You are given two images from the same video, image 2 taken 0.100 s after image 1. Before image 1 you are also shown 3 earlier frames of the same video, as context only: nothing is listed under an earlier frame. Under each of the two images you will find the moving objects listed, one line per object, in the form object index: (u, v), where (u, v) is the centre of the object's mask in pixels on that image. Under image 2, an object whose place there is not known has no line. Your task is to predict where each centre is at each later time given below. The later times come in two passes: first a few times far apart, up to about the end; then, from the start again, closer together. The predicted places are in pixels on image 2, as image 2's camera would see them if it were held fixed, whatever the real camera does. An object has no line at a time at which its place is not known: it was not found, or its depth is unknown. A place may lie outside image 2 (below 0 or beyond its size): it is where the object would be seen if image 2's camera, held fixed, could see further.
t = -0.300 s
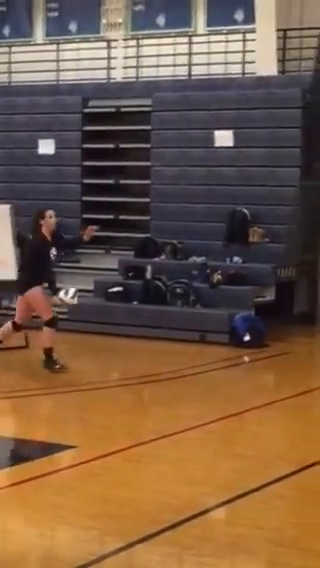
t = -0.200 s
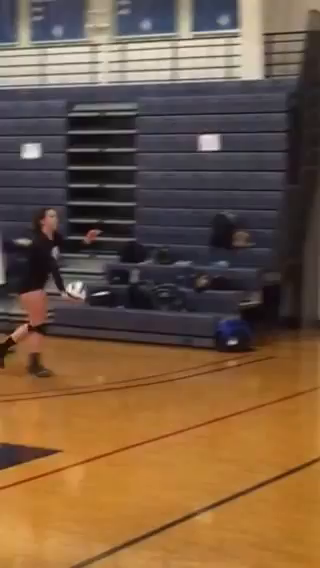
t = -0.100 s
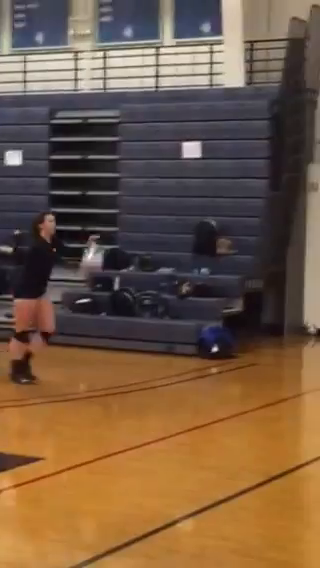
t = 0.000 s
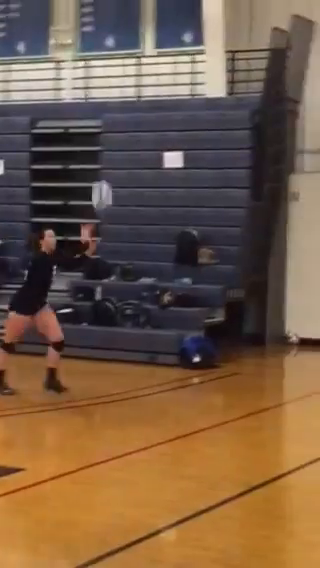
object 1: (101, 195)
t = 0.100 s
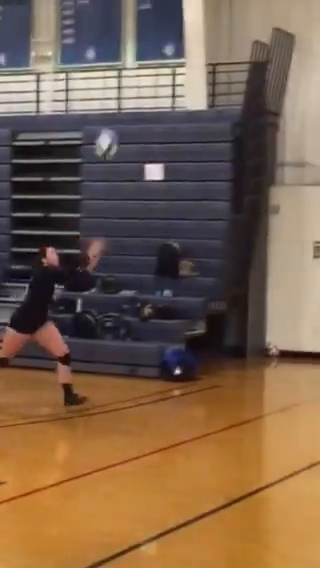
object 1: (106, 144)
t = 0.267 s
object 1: (145, 60)
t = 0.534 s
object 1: (207, -19)
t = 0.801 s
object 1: (269, -18)
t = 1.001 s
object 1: (315, 35)
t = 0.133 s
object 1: (113, 124)
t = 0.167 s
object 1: (121, 106)
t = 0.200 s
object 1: (130, 90)
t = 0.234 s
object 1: (137, 74)
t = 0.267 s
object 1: (145, 60)
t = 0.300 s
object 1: (153, 46)
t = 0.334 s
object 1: (161, 33)
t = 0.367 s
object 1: (168, 22)
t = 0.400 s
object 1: (174, 11)
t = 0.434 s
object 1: (181, 4)
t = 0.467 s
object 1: (191, -5)
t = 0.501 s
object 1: (199, -11)
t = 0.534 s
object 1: (207, -19)
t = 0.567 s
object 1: (215, -23)
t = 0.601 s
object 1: (223, -27)
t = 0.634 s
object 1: (229, -29)
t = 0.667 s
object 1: (237, -29)
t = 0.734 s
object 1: (253, -26)
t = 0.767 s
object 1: (261, -22)
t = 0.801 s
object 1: (269, -18)
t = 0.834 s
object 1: (276, -12)
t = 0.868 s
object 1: (284, -6)
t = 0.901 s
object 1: (292, 3)
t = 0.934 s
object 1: (299, 12)
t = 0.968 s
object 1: (309, 22)
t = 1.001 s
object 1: (315, 35)
